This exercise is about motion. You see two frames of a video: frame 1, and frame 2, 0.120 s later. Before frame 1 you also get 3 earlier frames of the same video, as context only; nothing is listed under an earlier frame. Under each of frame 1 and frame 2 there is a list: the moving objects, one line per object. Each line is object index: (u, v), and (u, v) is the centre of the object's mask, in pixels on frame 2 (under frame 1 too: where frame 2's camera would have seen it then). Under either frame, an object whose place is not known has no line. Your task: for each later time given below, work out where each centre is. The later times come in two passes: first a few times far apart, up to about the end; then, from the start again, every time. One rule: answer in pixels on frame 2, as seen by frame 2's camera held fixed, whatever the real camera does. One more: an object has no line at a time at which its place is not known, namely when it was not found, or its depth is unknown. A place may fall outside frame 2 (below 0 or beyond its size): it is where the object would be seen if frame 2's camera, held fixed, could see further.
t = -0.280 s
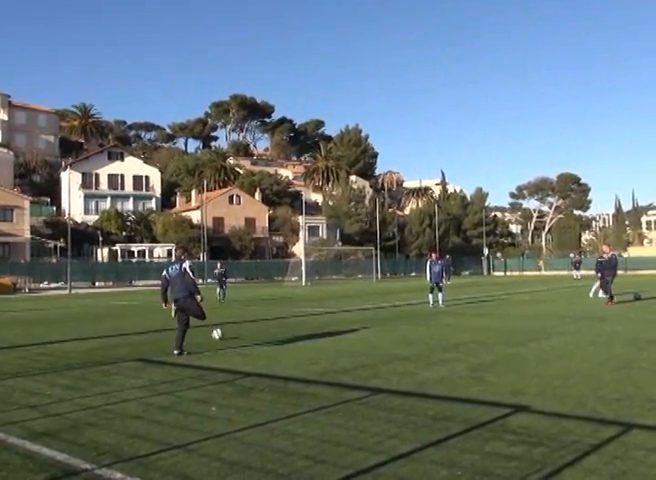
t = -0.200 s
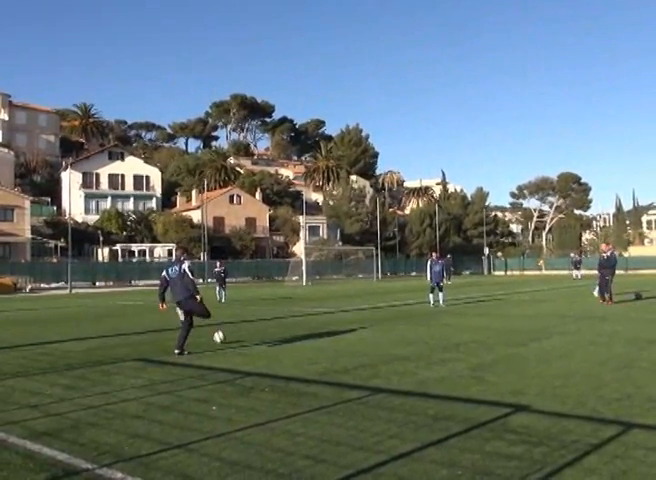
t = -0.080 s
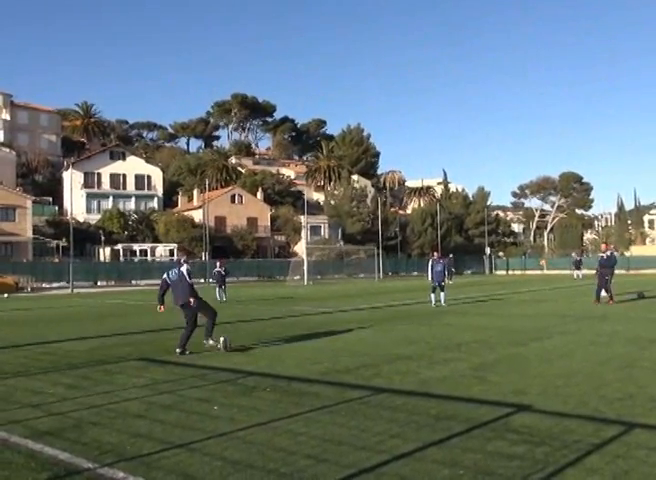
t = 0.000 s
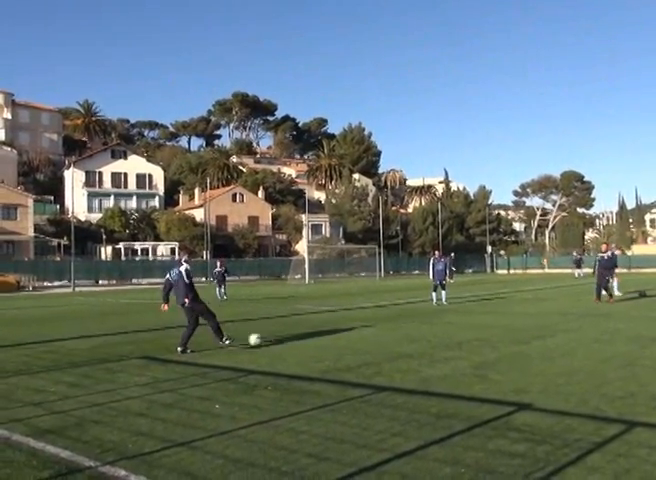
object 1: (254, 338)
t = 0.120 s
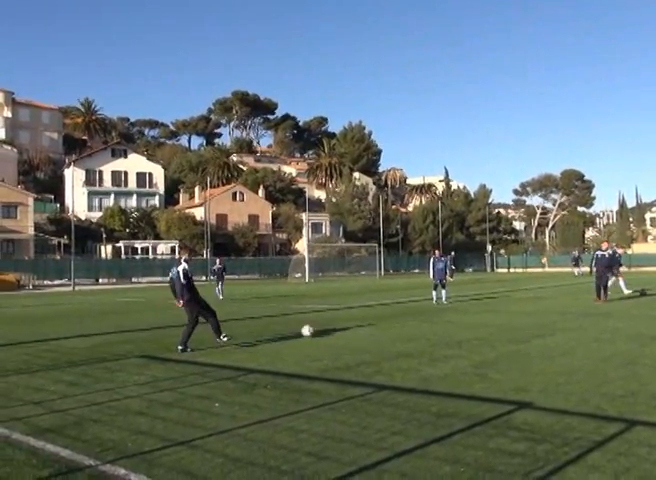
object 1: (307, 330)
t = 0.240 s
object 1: (350, 325)
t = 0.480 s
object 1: (414, 317)
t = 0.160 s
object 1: (322, 329)
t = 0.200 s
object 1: (337, 328)
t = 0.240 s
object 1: (350, 325)
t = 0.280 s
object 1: (362, 323)
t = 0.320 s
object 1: (374, 322)
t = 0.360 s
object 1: (385, 321)
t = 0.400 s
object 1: (395, 319)
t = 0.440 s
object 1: (405, 317)
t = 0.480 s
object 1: (414, 317)
